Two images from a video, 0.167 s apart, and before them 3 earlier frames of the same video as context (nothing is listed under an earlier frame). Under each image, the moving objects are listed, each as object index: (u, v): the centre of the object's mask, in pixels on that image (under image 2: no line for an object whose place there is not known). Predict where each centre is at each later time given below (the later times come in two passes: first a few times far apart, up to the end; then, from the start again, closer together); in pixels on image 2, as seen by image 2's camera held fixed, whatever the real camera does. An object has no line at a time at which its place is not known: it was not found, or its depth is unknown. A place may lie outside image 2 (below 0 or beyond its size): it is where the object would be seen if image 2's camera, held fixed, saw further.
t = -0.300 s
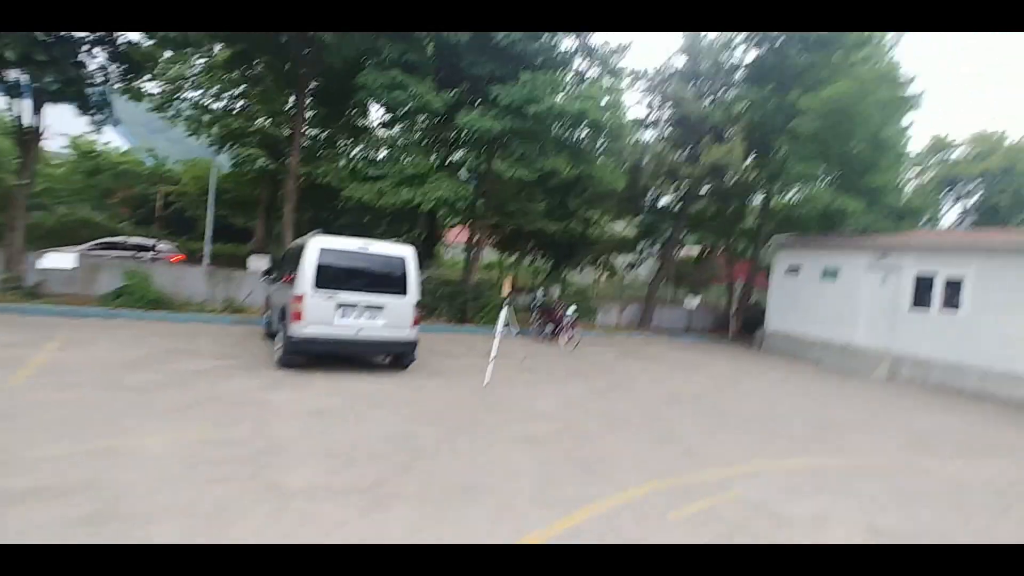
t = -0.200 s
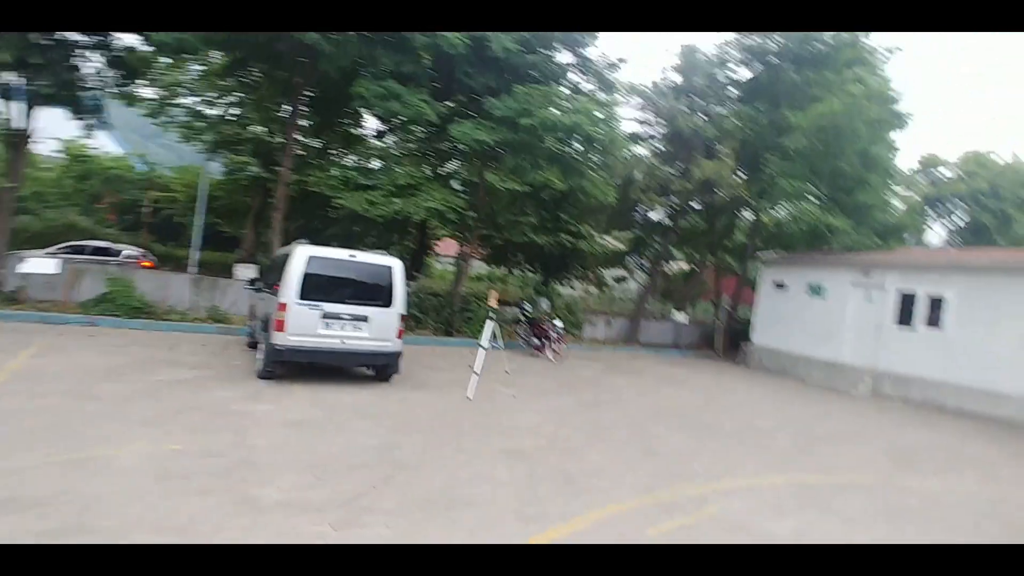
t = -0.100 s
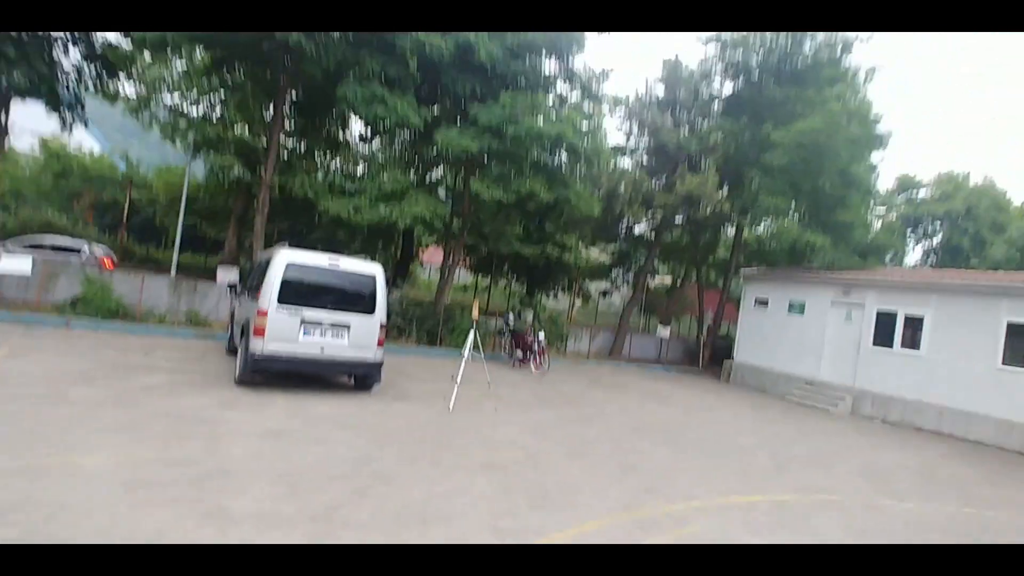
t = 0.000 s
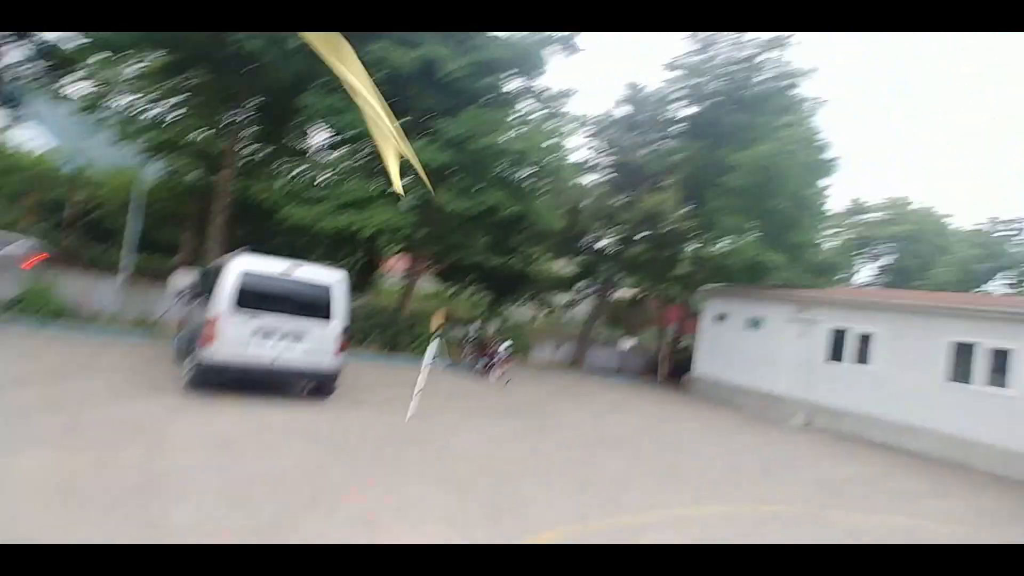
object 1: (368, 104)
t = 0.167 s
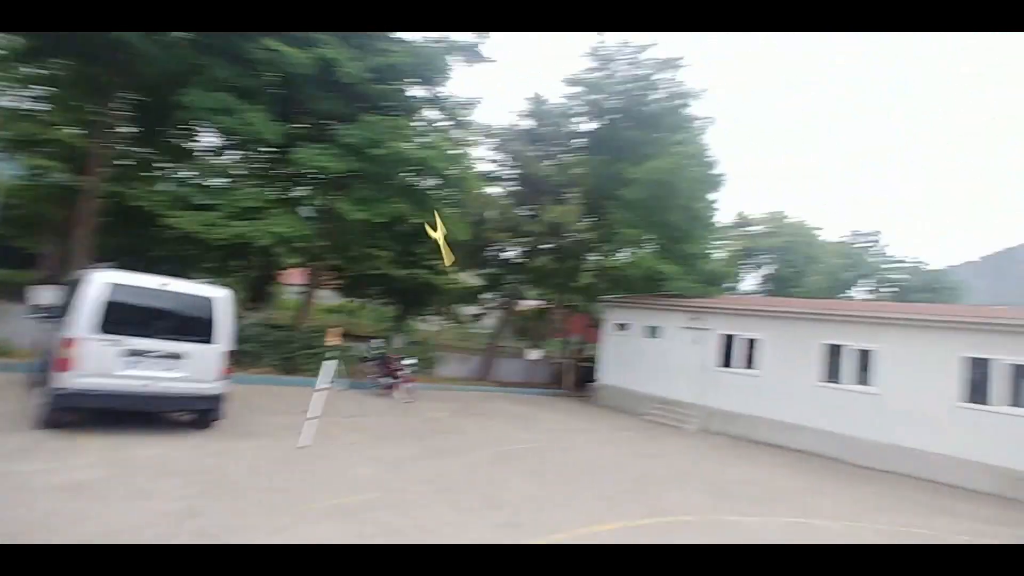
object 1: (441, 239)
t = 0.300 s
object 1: (524, 251)
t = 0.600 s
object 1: (762, 225)
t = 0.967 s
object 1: (1084, 176)
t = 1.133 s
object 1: (1268, 168)
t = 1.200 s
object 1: (1350, 169)
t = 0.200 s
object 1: (460, 240)
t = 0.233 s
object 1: (480, 245)
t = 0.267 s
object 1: (501, 248)
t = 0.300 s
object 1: (524, 251)
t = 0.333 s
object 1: (551, 249)
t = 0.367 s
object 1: (577, 245)
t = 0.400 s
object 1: (602, 246)
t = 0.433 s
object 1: (627, 242)
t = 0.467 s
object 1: (652, 239)
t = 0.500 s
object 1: (678, 235)
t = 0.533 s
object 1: (704, 232)
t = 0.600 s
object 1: (762, 225)
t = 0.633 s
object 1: (782, 222)
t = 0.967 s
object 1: (1084, 176)
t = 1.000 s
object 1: (1116, 174)
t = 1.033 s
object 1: (1153, 171)
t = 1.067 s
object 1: (1192, 171)
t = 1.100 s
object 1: (1228, 171)
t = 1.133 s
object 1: (1268, 168)
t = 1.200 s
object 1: (1350, 169)
